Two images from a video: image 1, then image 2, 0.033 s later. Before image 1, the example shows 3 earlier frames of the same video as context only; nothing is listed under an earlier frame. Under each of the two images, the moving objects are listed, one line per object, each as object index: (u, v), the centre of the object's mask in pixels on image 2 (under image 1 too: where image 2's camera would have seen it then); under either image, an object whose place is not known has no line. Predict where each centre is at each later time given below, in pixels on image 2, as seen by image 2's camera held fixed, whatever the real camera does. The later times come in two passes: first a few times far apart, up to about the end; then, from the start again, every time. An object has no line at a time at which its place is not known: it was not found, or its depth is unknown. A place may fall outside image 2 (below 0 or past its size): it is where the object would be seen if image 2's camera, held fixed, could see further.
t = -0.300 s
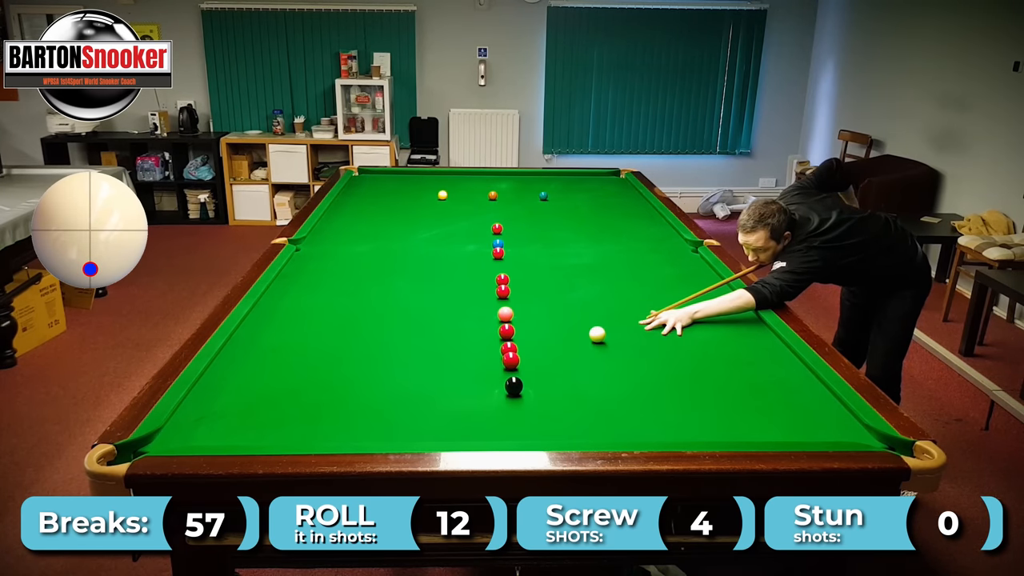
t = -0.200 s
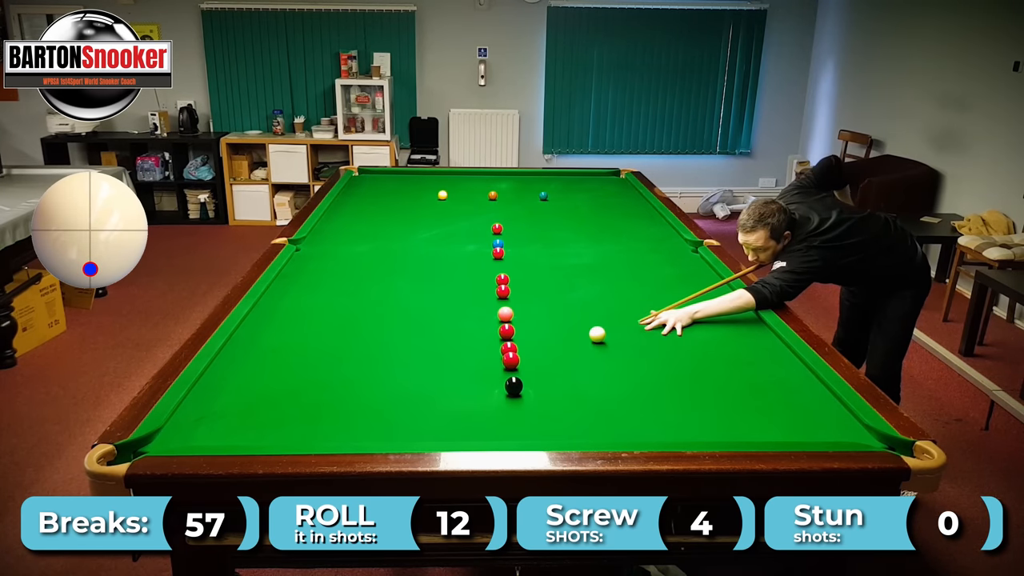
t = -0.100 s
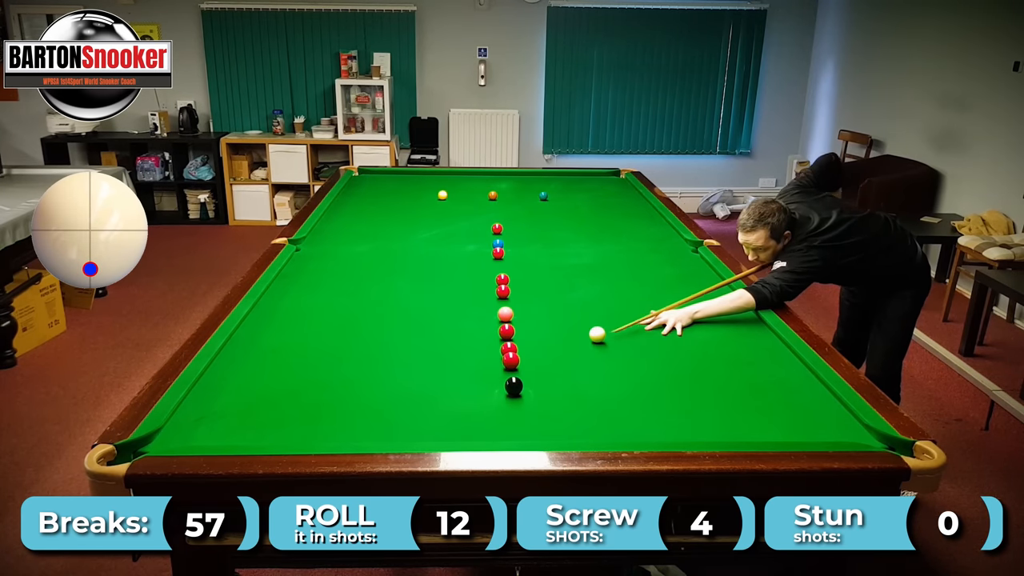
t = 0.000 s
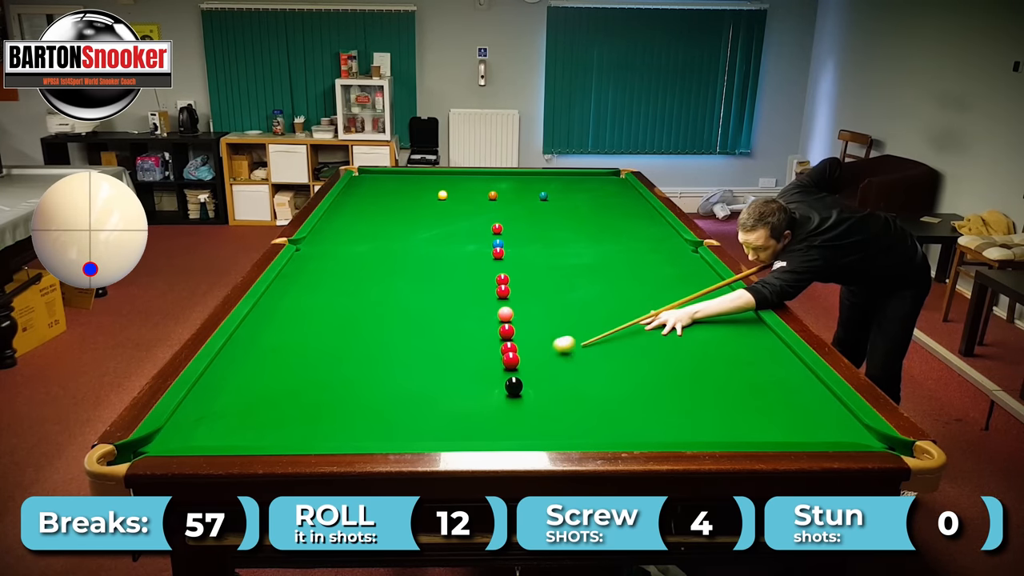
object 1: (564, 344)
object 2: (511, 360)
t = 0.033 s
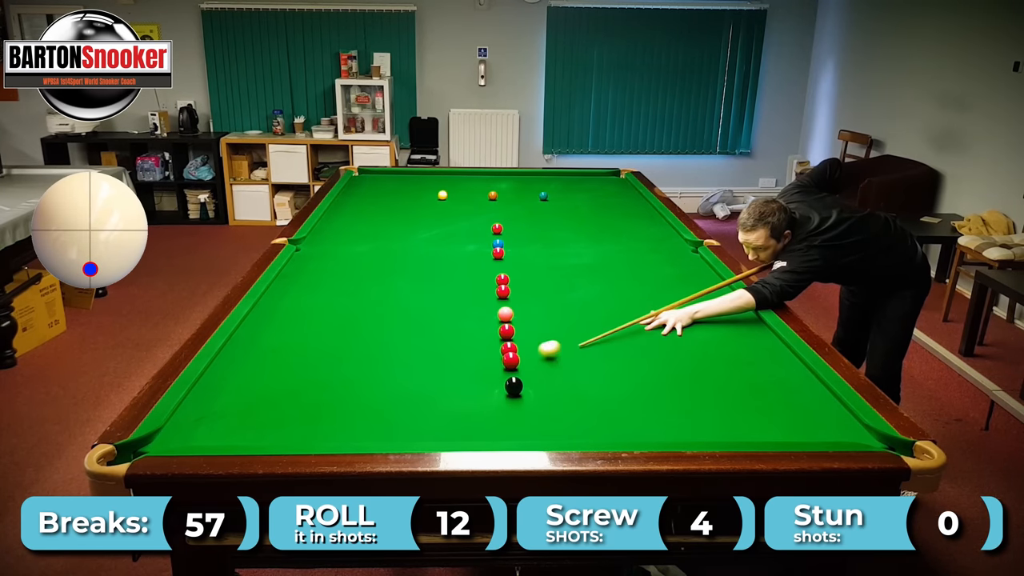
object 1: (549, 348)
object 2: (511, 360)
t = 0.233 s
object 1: (533, 358)
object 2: (449, 375)
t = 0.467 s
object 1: (550, 358)
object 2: (359, 396)
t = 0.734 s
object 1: (567, 358)
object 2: (243, 424)
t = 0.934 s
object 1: (578, 358)
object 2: (146, 445)
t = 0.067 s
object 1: (535, 353)
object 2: (511, 361)
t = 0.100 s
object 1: (525, 357)
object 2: (505, 361)
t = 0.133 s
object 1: (527, 358)
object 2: (491, 365)
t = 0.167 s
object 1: (529, 358)
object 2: (476, 368)
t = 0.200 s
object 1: (531, 358)
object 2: (463, 371)
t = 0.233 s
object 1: (533, 358)
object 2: (449, 375)
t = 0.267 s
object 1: (536, 358)
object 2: (436, 378)
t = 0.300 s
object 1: (538, 358)
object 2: (424, 381)
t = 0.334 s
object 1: (541, 358)
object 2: (411, 384)
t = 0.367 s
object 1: (543, 358)
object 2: (398, 387)
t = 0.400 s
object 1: (545, 358)
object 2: (385, 390)
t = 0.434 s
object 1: (548, 358)
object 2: (372, 393)
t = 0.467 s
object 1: (550, 358)
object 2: (359, 396)
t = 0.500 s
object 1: (552, 358)
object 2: (345, 400)
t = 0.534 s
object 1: (554, 358)
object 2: (331, 403)
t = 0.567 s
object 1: (557, 358)
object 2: (317, 406)
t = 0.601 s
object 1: (559, 358)
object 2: (302, 410)
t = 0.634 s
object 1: (561, 358)
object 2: (288, 413)
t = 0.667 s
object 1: (563, 358)
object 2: (273, 417)
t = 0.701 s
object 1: (565, 358)
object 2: (259, 420)
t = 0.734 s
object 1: (567, 358)
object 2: (243, 424)
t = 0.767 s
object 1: (569, 358)
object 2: (228, 427)
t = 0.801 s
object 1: (571, 358)
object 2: (212, 431)
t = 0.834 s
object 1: (573, 358)
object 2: (196, 434)
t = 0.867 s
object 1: (575, 358)
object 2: (181, 437)
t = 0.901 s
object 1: (576, 358)
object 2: (164, 440)
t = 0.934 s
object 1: (578, 358)
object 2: (146, 445)
